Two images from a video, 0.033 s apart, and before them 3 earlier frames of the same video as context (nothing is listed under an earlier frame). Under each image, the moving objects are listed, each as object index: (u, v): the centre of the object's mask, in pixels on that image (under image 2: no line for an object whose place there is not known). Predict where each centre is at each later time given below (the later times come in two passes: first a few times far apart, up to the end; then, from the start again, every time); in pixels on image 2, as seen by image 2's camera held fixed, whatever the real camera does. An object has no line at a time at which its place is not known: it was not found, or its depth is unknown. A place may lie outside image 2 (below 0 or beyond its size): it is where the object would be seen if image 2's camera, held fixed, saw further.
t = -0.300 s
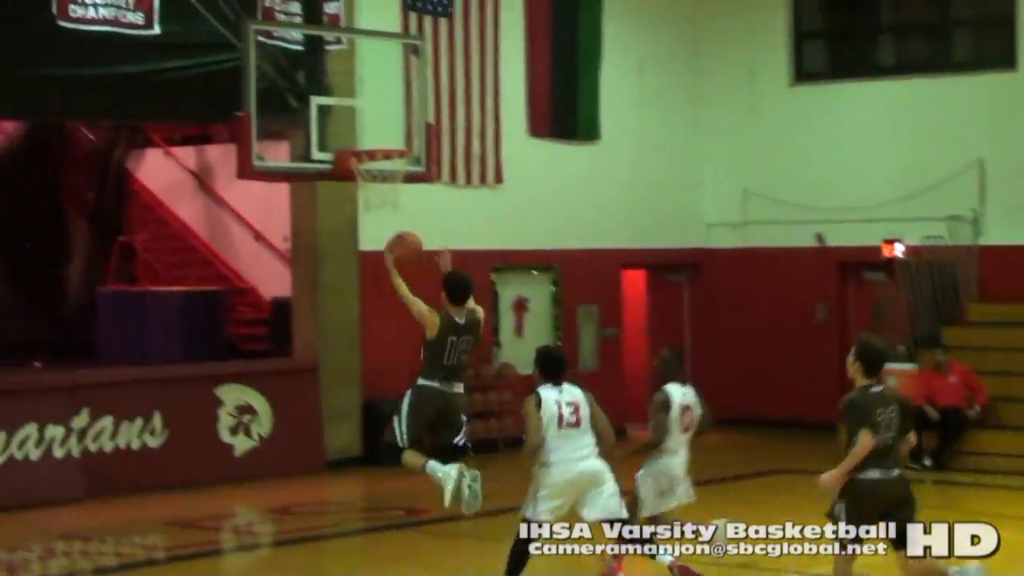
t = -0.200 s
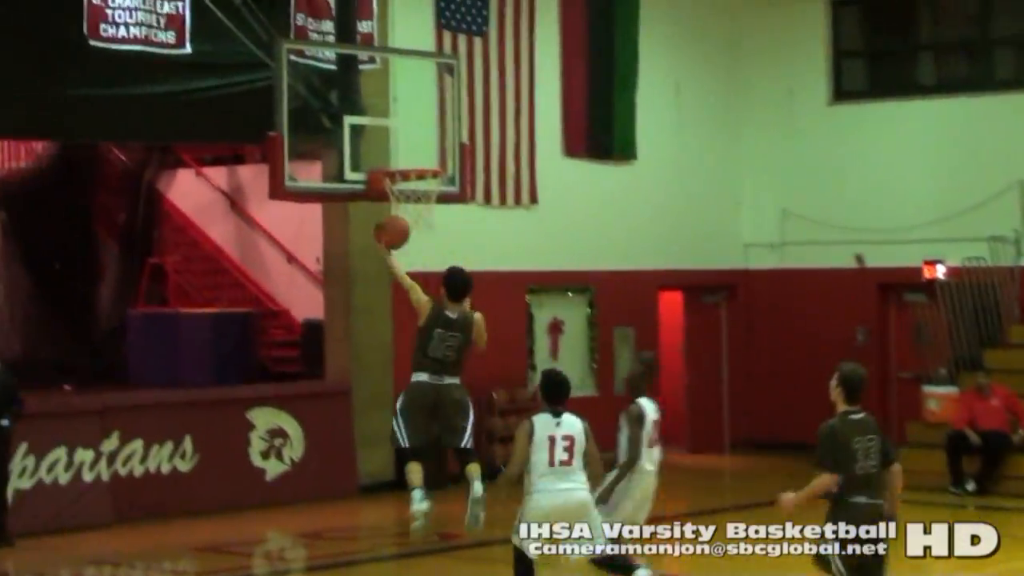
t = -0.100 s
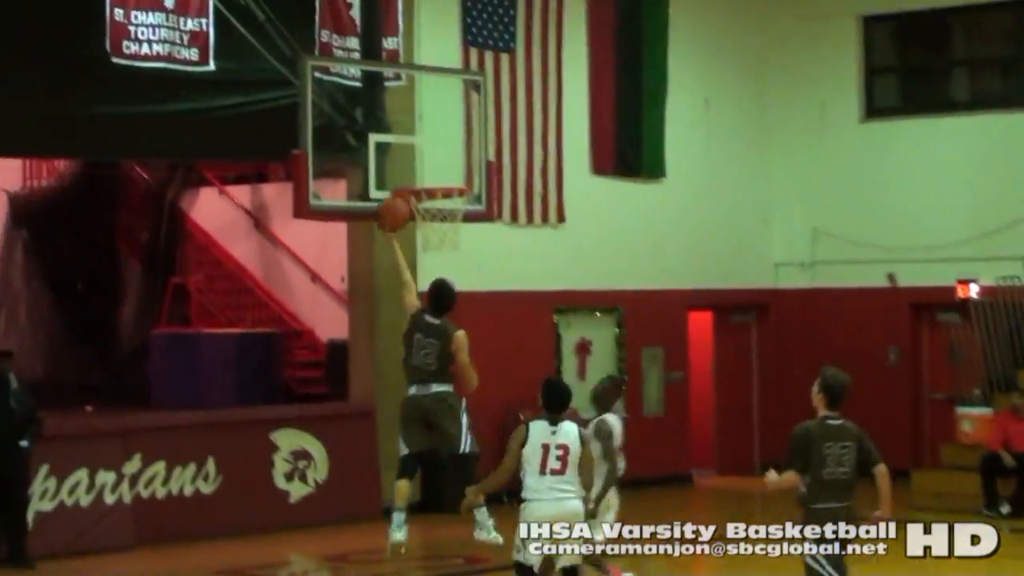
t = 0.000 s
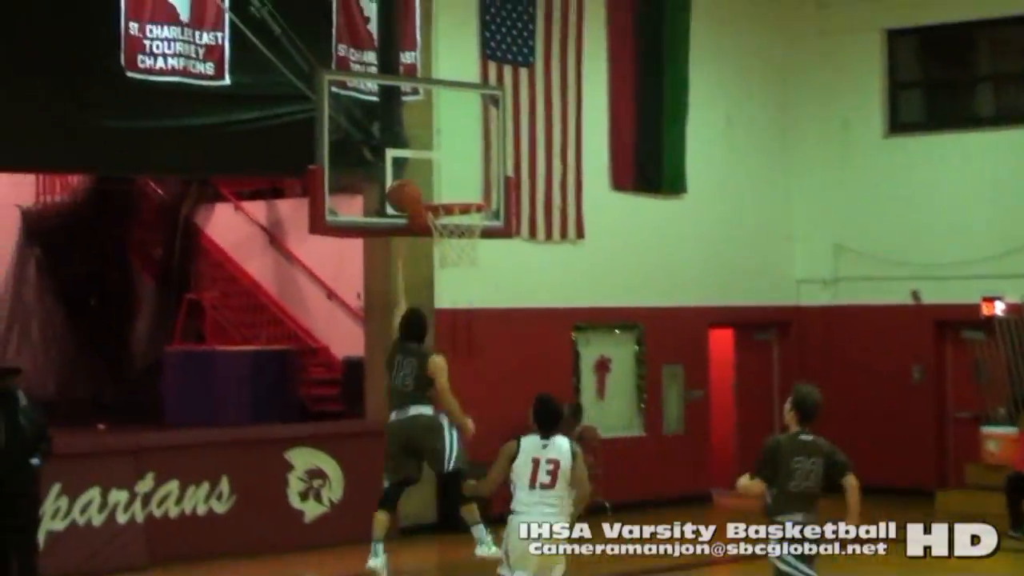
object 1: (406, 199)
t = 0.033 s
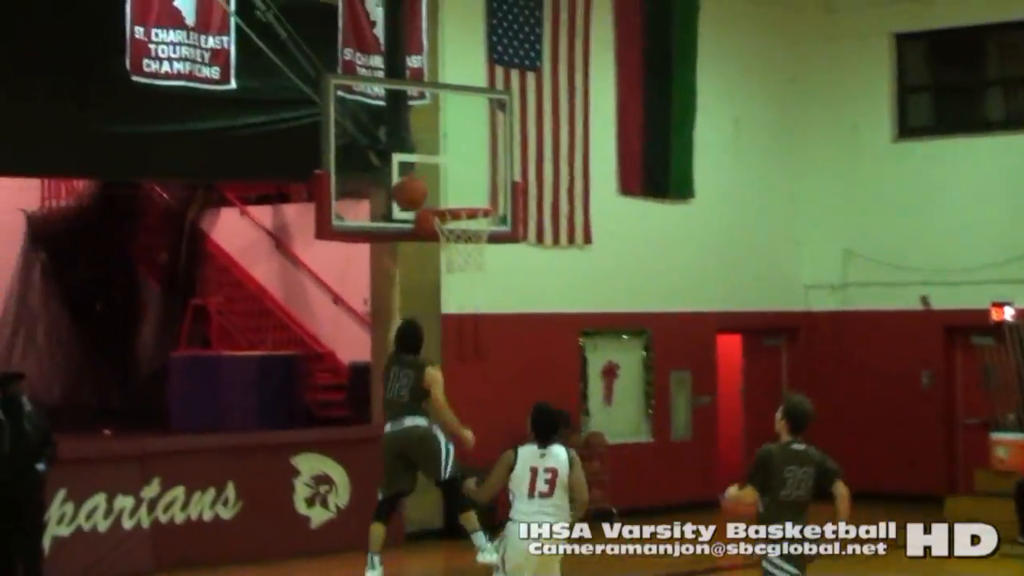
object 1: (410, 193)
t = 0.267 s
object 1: (406, 181)
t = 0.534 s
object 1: (460, 199)
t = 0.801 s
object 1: (486, 251)
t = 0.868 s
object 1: (484, 268)
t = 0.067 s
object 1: (409, 186)
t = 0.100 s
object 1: (409, 181)
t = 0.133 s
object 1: (408, 179)
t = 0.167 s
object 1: (407, 177)
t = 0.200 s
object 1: (406, 177)
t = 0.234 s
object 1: (406, 179)
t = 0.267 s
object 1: (406, 181)
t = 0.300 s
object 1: (412, 181)
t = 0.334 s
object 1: (419, 183)
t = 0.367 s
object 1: (428, 186)
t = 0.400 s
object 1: (436, 191)
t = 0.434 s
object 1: (444, 195)
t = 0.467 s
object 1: (450, 195)
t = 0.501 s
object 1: (455, 197)
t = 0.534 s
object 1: (460, 199)
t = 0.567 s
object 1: (467, 210)
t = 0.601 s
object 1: (474, 219)
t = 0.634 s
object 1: (478, 226)
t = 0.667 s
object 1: (484, 236)
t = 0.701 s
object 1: (485, 242)
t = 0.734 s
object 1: (487, 245)
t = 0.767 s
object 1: (487, 248)
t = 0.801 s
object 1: (486, 251)
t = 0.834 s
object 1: (484, 261)
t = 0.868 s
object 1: (484, 268)
